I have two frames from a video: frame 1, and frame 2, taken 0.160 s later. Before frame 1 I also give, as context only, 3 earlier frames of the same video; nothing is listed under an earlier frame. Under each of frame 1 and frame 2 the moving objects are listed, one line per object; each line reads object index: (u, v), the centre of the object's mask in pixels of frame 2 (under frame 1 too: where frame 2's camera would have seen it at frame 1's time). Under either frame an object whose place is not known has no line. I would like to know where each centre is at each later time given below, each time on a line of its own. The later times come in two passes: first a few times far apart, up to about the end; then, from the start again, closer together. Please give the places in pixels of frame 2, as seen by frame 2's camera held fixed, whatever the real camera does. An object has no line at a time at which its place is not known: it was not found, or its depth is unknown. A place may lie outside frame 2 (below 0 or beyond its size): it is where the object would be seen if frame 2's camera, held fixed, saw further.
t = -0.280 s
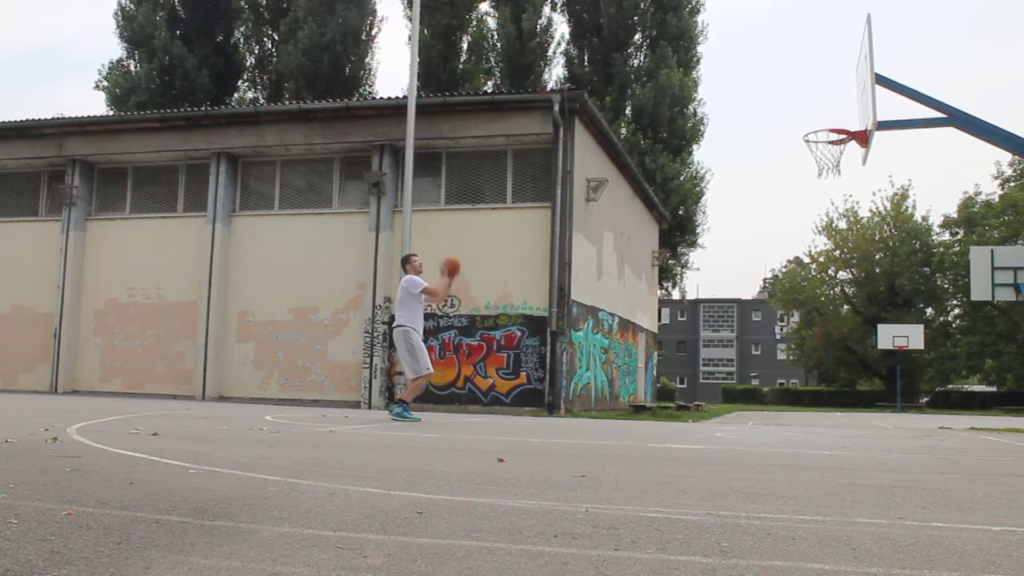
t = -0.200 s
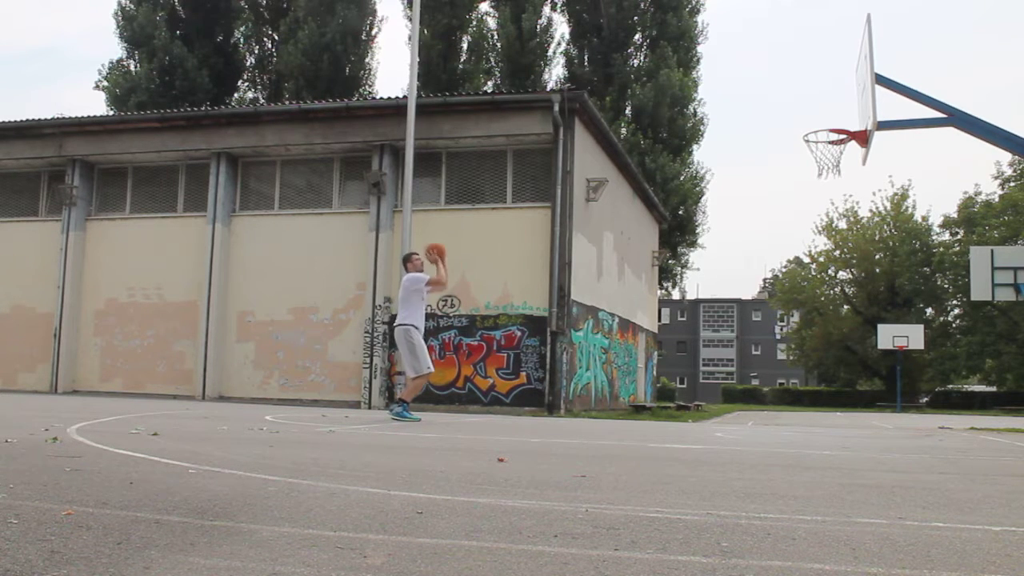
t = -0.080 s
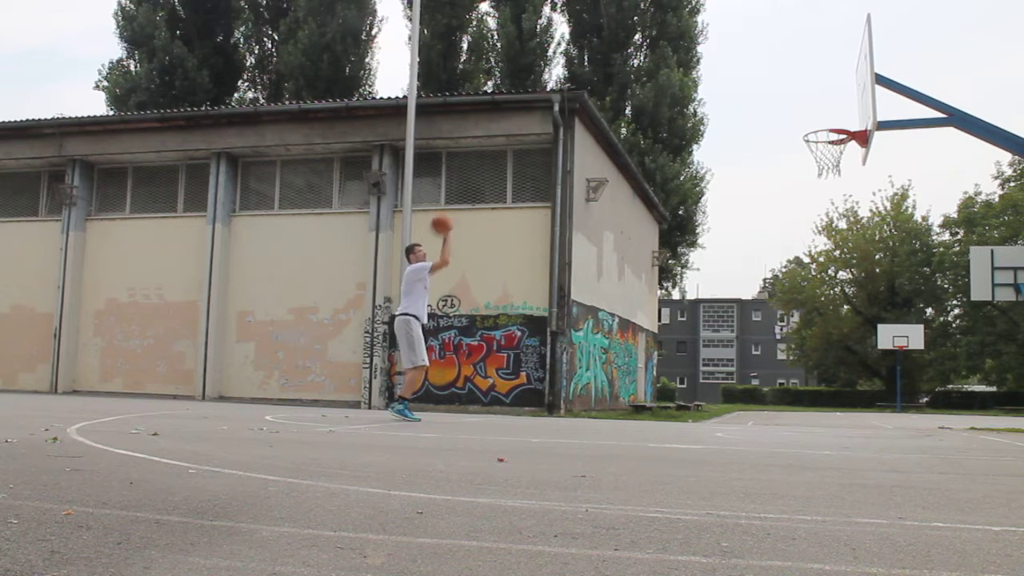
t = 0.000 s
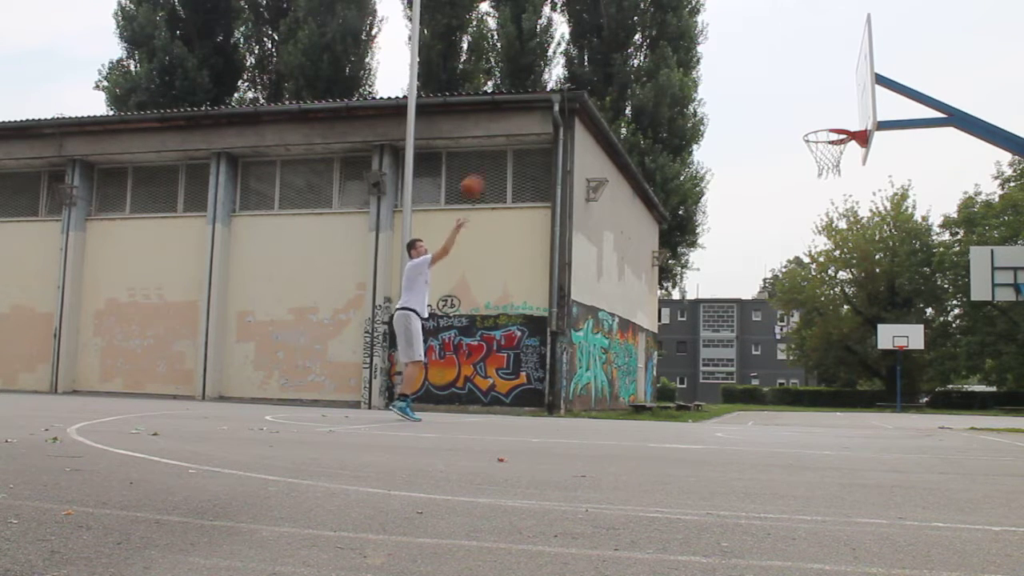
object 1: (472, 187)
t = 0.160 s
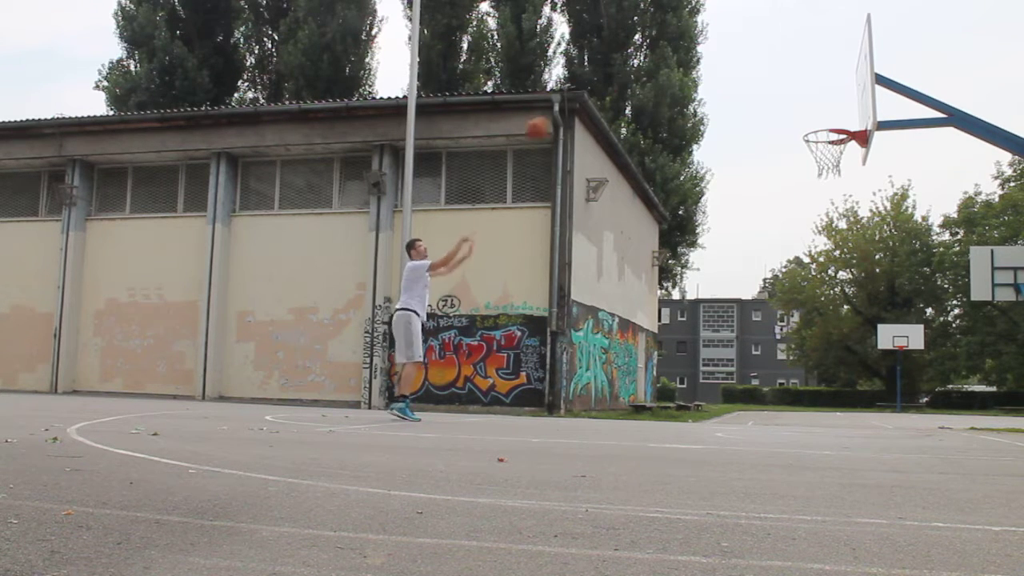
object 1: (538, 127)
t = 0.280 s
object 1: (588, 97)
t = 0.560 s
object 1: (705, 76)
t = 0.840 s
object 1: (831, 124)
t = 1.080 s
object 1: (822, 158)
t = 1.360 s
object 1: (844, 191)
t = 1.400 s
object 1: (847, 202)
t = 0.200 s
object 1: (554, 116)
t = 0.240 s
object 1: (572, 106)
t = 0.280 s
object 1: (588, 97)
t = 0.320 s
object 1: (603, 91)
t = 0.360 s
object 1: (620, 84)
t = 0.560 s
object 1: (705, 76)
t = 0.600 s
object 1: (722, 79)
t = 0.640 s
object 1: (740, 83)
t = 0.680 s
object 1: (758, 88)
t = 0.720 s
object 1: (776, 95)
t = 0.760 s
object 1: (794, 103)
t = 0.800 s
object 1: (812, 113)
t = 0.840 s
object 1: (831, 124)
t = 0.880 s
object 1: (823, 144)
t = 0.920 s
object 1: (819, 151)
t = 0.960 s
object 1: (818, 155)
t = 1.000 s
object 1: (818, 157)
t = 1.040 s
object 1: (820, 158)
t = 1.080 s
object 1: (822, 158)
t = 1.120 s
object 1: (826, 159)
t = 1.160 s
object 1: (828, 161)
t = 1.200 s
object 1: (832, 163)
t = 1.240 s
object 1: (835, 168)
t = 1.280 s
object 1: (838, 174)
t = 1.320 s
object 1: (841, 182)
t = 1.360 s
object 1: (844, 191)
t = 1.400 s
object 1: (847, 202)
